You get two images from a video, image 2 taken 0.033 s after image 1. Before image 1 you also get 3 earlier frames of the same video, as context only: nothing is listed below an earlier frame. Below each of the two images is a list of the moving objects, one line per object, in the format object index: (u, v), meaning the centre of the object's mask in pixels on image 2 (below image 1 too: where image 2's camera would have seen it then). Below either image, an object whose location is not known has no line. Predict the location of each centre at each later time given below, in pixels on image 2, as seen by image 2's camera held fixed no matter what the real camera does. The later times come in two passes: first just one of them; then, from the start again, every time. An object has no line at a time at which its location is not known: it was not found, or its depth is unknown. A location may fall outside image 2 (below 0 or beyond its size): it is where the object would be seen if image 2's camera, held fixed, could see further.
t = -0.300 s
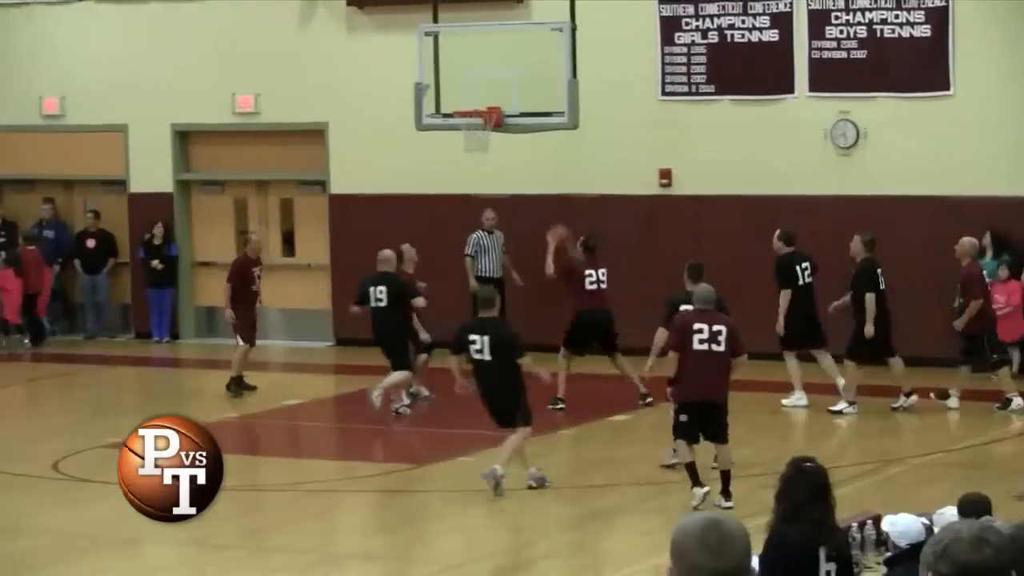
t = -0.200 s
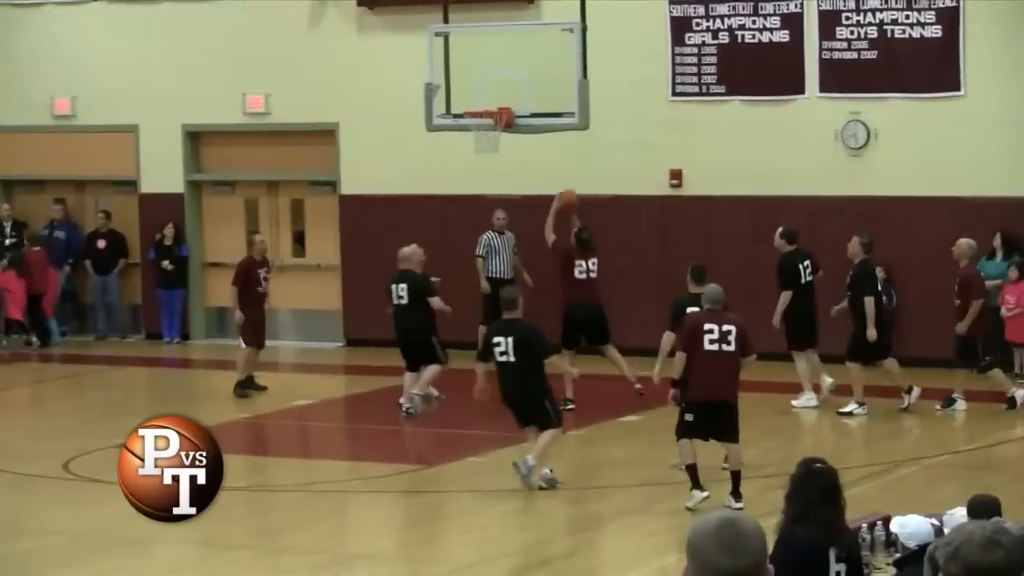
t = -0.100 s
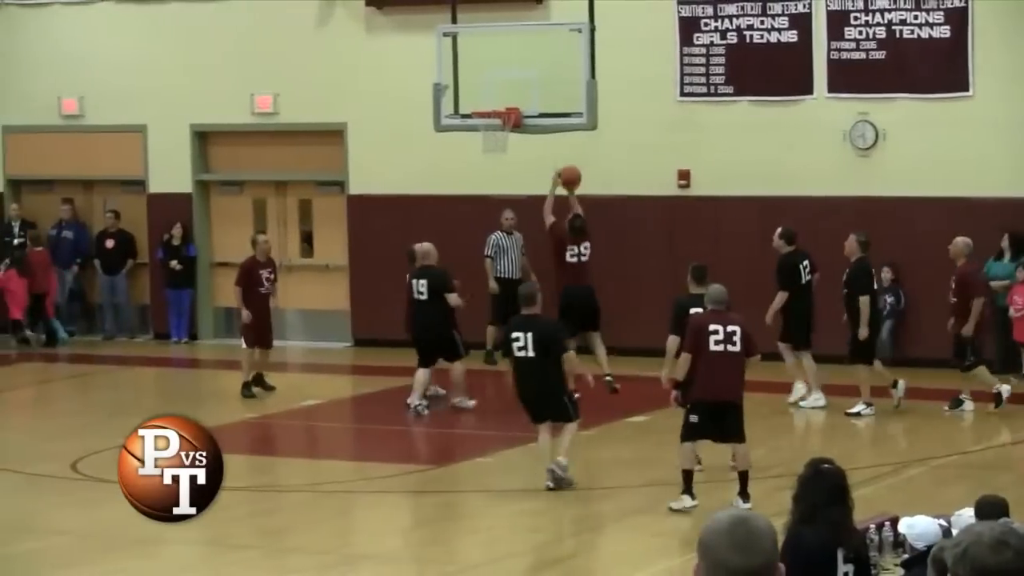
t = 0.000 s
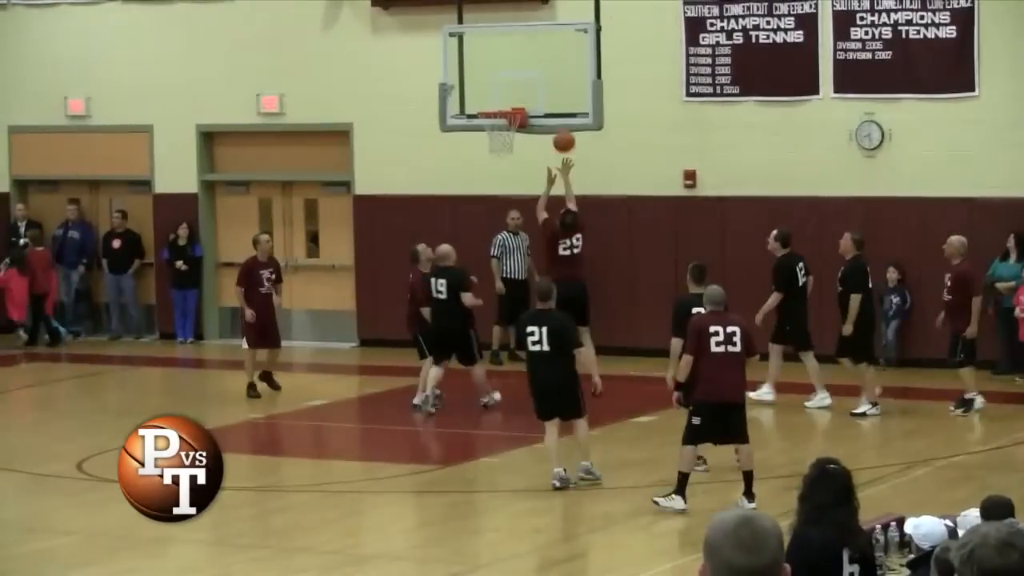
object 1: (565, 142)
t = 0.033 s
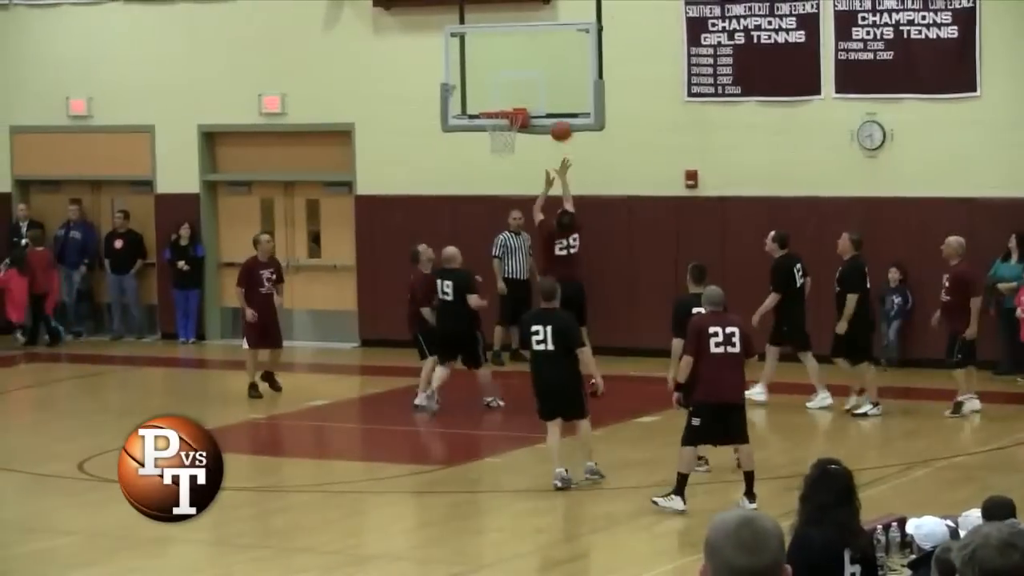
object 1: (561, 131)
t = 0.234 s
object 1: (537, 85)
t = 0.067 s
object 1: (556, 121)
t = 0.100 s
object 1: (553, 111)
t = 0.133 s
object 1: (549, 103)
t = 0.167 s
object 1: (545, 96)
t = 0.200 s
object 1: (541, 90)
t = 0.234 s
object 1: (537, 85)
